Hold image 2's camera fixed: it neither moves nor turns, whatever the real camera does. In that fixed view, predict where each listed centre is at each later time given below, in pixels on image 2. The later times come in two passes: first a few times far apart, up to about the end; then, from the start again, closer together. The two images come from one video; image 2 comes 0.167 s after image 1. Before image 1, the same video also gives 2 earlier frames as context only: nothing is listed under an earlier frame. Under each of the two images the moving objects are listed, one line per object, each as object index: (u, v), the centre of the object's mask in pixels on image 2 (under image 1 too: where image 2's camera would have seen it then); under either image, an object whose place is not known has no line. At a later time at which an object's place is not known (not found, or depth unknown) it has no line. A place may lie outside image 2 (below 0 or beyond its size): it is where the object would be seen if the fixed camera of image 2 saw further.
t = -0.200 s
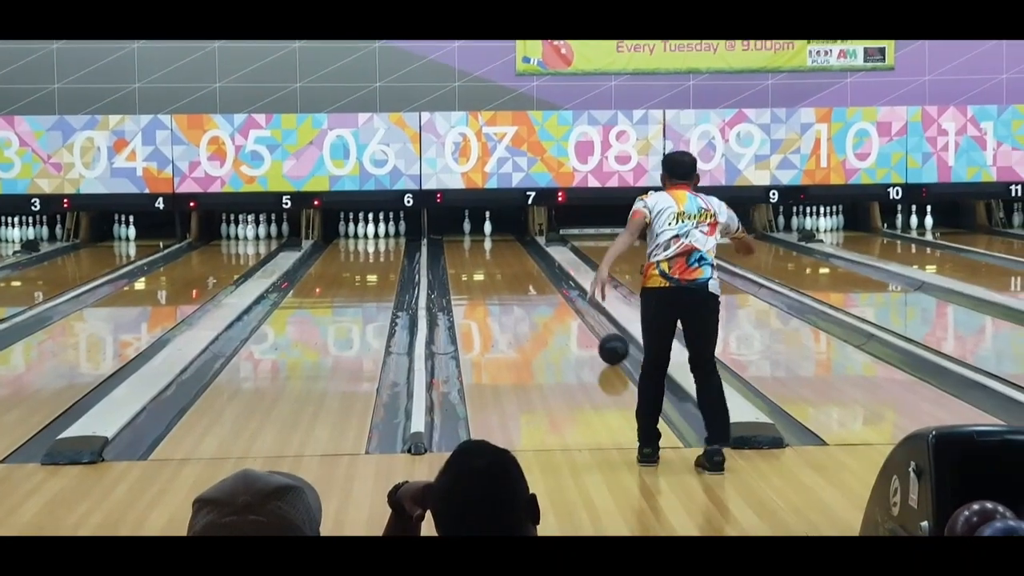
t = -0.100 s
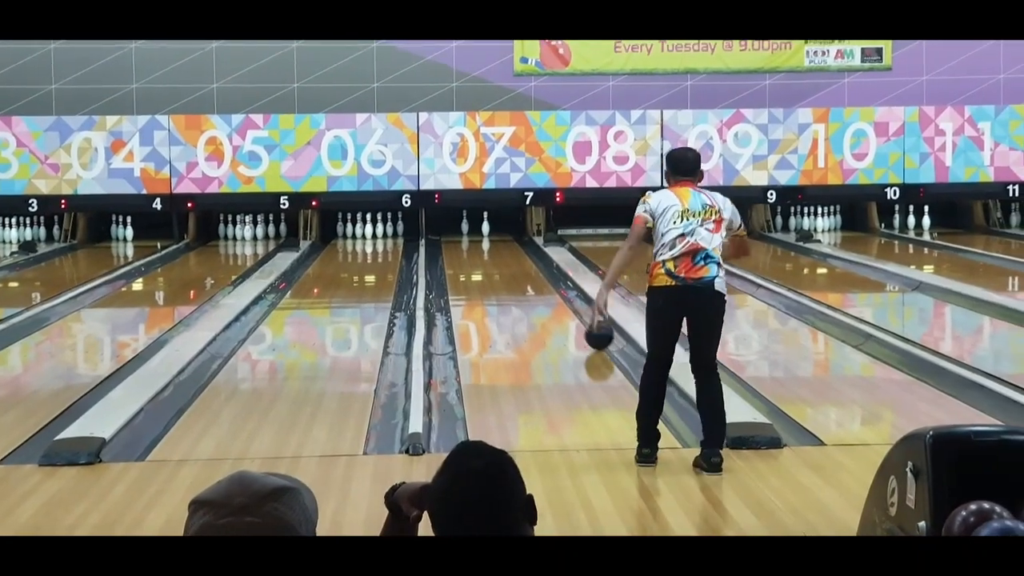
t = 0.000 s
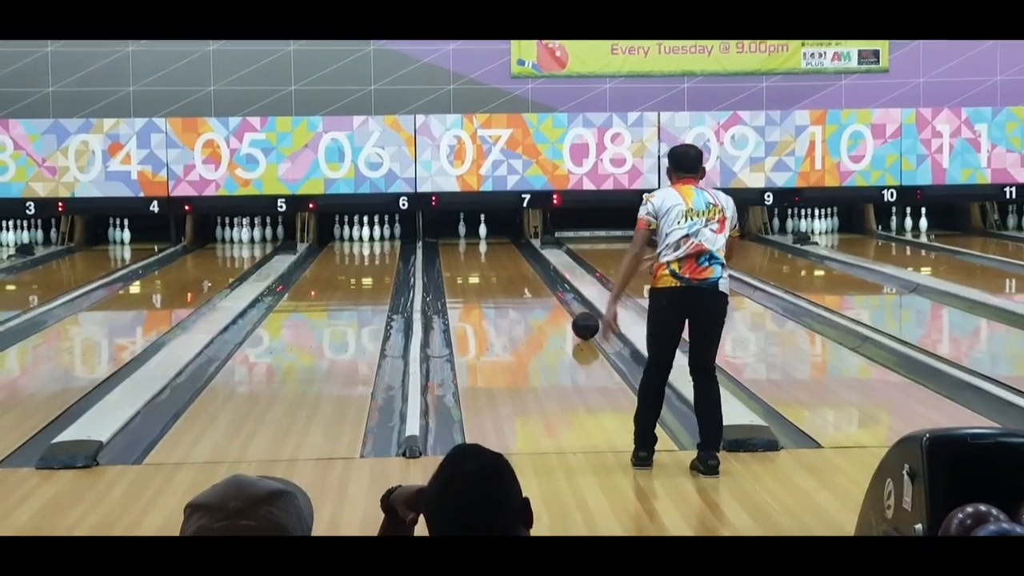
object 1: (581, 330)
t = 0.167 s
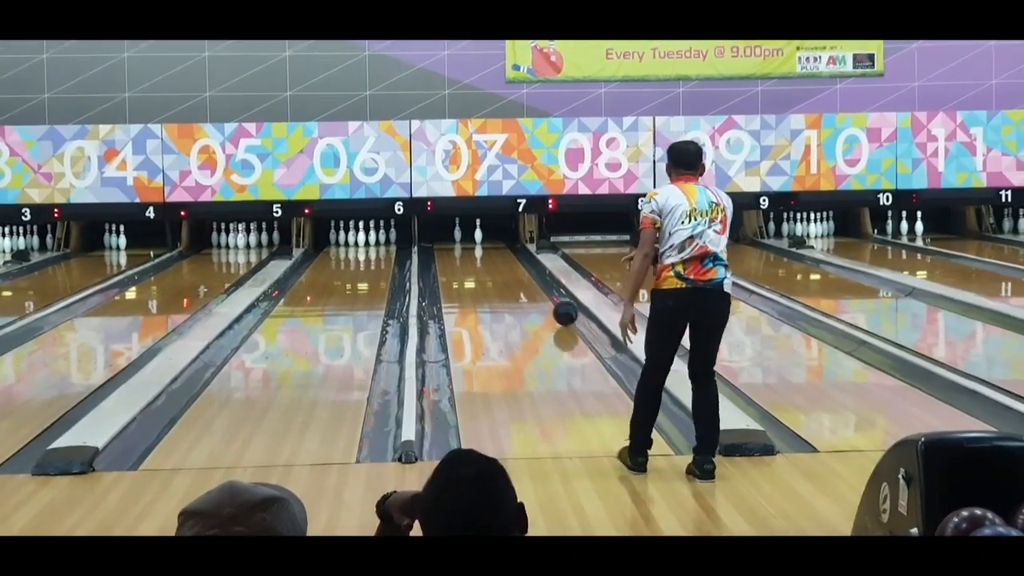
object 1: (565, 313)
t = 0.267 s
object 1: (558, 305)
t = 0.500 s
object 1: (541, 289)
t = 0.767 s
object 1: (525, 274)
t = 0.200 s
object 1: (562, 310)
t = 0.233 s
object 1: (560, 307)
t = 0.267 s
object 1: (558, 305)
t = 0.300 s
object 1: (555, 302)
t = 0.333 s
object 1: (552, 300)
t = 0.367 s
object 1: (550, 297)
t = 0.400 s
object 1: (547, 296)
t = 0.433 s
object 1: (545, 294)
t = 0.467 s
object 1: (543, 292)
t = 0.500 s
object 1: (541, 289)
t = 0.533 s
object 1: (539, 287)
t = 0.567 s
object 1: (536, 285)
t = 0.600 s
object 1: (535, 283)
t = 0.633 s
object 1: (533, 281)
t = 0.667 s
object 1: (531, 279)
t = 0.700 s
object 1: (529, 277)
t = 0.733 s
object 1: (527, 276)
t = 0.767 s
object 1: (525, 274)
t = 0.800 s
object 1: (523, 272)
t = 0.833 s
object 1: (521, 270)
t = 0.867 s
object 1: (520, 268)
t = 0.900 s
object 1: (518, 267)
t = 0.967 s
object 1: (514, 264)
